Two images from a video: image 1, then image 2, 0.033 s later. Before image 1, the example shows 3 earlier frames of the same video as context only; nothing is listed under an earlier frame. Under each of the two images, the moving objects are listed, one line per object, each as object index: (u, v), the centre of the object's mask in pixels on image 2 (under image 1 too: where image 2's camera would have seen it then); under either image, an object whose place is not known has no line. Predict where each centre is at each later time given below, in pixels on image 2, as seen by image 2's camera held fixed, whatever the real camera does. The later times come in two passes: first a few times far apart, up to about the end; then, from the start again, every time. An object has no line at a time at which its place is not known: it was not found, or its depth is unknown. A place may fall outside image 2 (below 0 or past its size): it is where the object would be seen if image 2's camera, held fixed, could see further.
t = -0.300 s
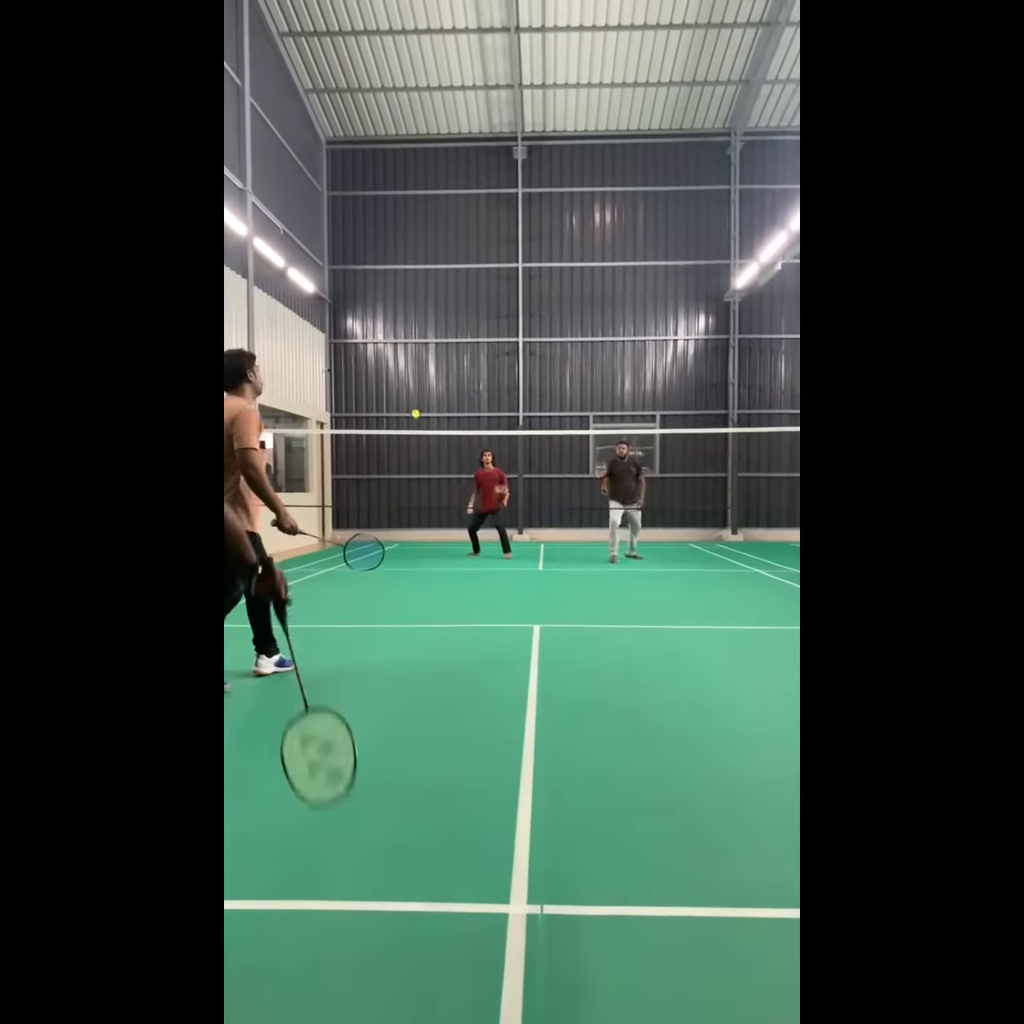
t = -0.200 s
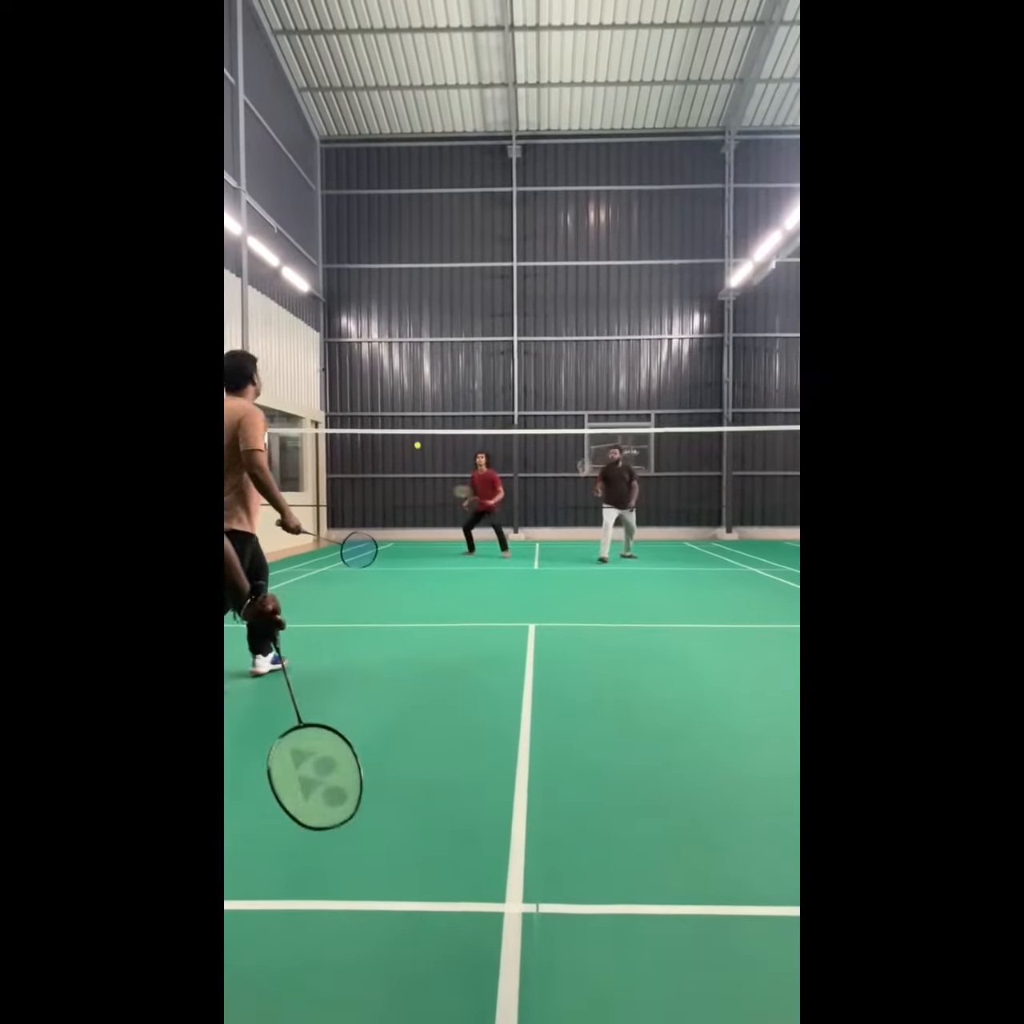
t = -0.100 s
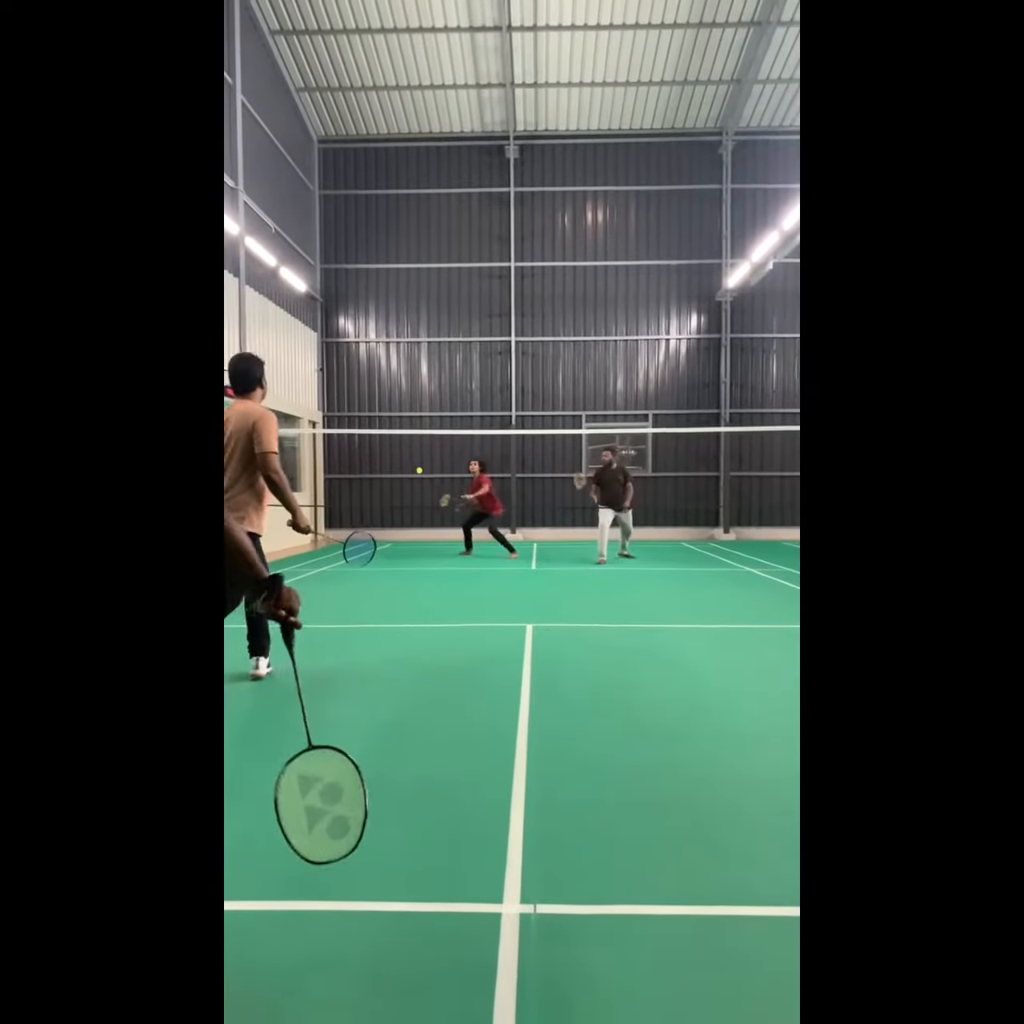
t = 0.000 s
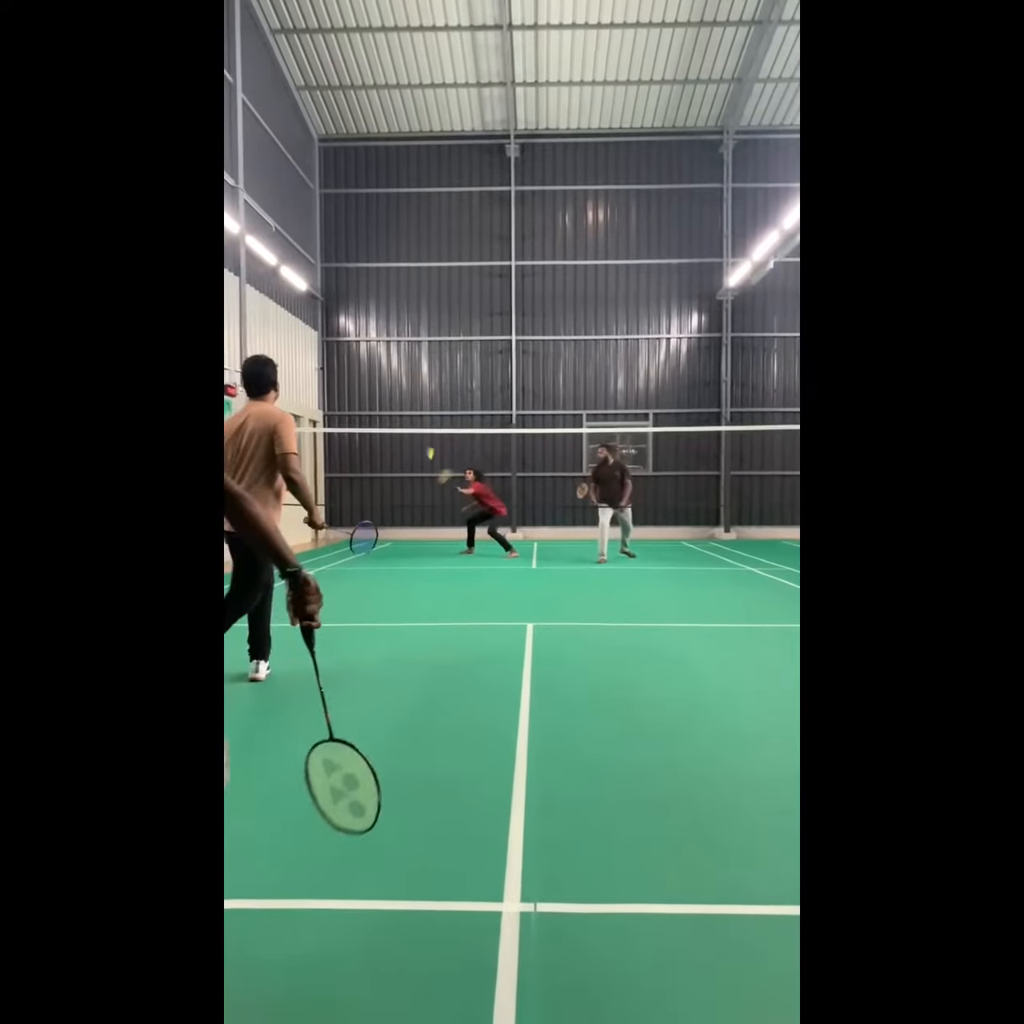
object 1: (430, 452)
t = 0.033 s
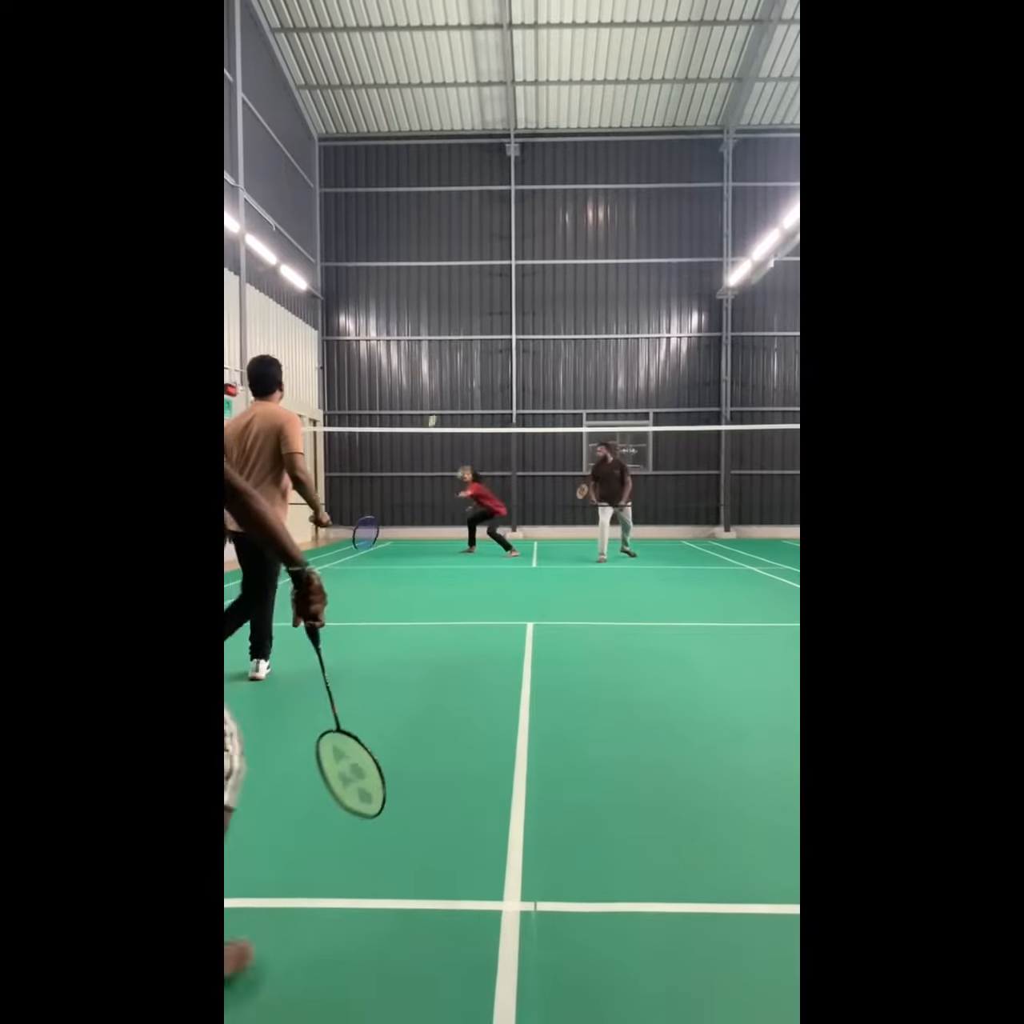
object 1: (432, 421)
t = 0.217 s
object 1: (469, 274)
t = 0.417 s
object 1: (513, 142)
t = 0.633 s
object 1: (572, 45)
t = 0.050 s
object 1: (437, 408)
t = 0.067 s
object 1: (441, 393)
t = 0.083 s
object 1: (443, 379)
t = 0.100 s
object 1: (446, 365)
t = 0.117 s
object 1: (449, 352)
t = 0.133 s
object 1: (452, 338)
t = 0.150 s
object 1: (455, 326)
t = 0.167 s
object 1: (459, 312)
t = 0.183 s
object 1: (462, 299)
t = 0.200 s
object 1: (465, 286)
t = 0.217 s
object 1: (469, 274)
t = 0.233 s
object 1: (472, 262)
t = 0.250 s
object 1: (475, 250)
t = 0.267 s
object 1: (479, 238)
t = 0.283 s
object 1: (483, 227)
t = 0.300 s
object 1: (486, 215)
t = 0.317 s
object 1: (489, 204)
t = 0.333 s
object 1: (493, 193)
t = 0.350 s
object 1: (497, 183)
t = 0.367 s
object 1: (501, 172)
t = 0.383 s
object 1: (505, 162)
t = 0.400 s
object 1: (509, 152)
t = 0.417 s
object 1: (513, 142)
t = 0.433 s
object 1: (517, 134)
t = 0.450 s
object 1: (521, 124)
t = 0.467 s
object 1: (525, 115)
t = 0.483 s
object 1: (529, 107)
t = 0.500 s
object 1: (534, 98)
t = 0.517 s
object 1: (539, 91)
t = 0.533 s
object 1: (543, 82)
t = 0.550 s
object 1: (547, 75)
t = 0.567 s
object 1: (552, 68)
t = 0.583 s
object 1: (556, 61)
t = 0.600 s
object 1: (561, 56)
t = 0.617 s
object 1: (567, 49)
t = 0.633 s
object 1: (572, 45)
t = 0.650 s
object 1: (577, 40)
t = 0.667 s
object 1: (583, 35)
